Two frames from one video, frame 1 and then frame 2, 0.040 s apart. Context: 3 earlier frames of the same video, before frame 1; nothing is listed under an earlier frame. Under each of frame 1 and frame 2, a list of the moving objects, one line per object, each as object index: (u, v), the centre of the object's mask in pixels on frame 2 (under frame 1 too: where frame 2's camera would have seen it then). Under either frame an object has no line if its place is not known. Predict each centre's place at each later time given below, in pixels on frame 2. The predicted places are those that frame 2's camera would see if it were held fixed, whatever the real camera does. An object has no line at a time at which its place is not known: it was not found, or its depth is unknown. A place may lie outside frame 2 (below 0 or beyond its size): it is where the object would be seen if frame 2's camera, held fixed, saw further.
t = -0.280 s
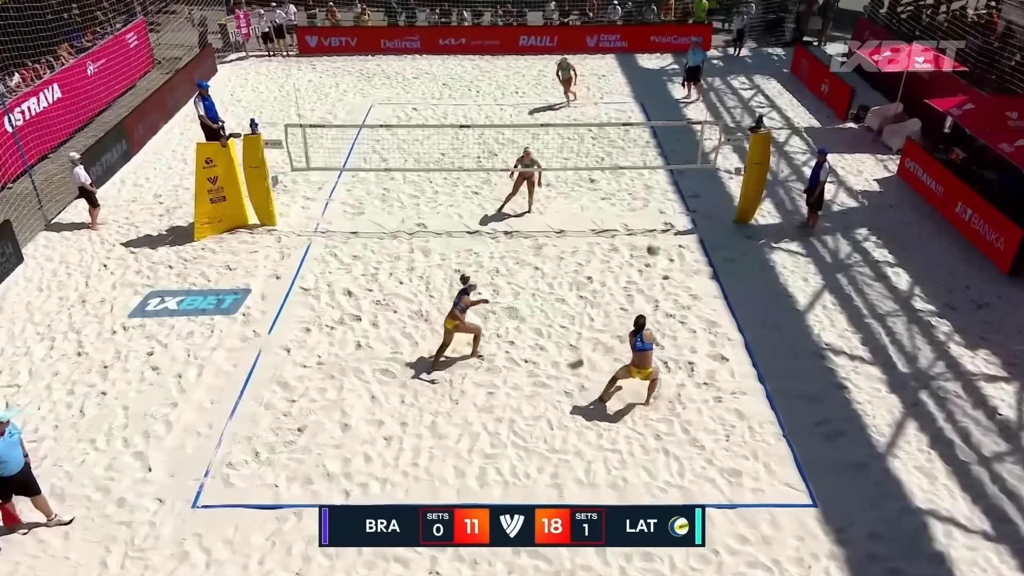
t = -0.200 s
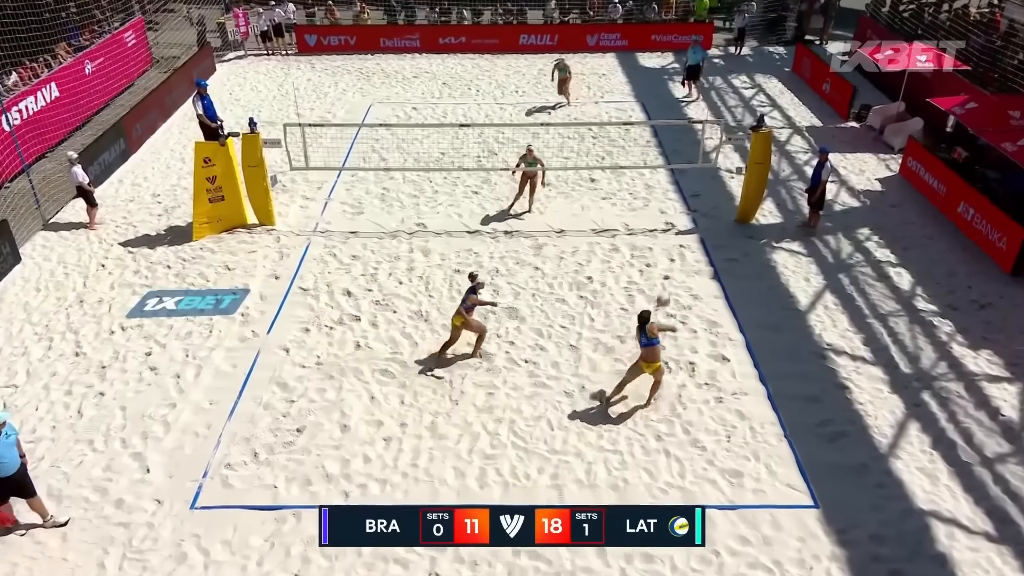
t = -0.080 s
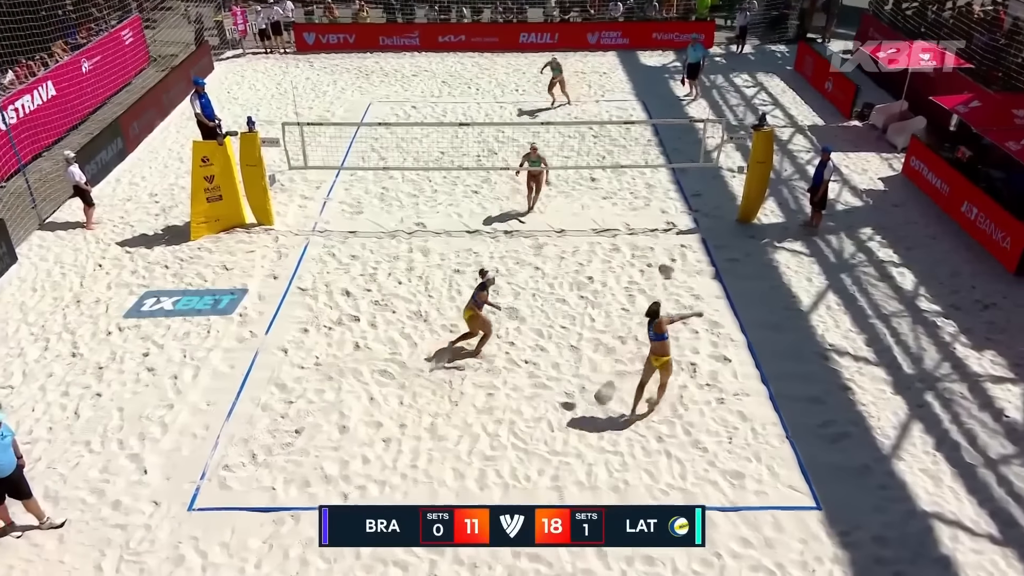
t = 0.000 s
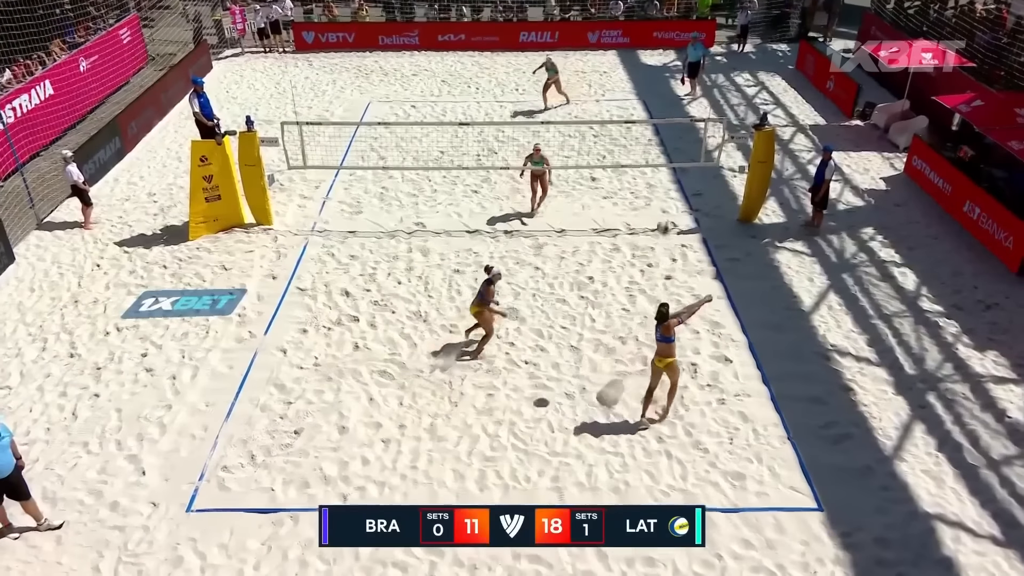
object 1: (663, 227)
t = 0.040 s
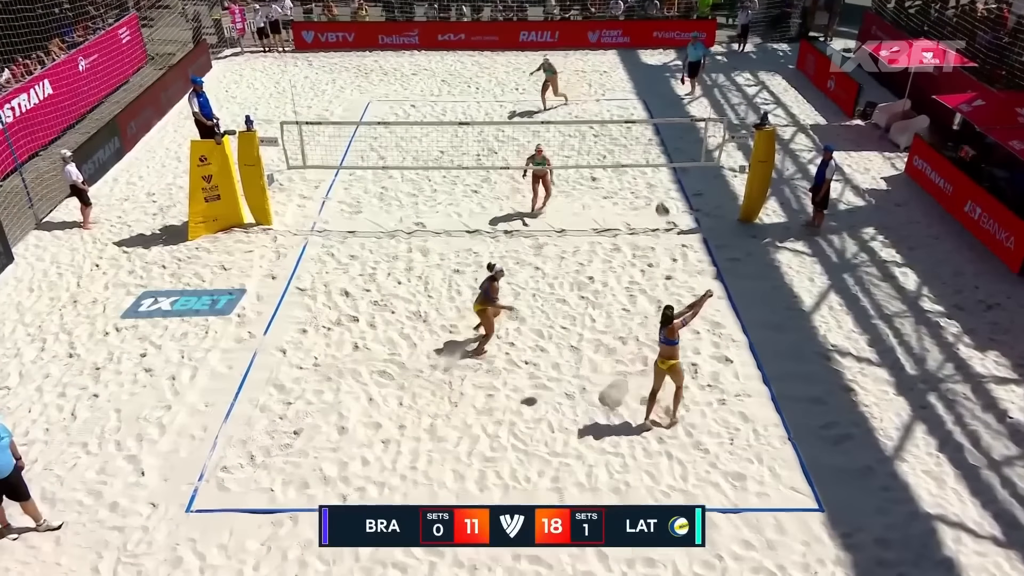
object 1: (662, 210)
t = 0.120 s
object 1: (660, 174)
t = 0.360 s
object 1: (651, 93)
